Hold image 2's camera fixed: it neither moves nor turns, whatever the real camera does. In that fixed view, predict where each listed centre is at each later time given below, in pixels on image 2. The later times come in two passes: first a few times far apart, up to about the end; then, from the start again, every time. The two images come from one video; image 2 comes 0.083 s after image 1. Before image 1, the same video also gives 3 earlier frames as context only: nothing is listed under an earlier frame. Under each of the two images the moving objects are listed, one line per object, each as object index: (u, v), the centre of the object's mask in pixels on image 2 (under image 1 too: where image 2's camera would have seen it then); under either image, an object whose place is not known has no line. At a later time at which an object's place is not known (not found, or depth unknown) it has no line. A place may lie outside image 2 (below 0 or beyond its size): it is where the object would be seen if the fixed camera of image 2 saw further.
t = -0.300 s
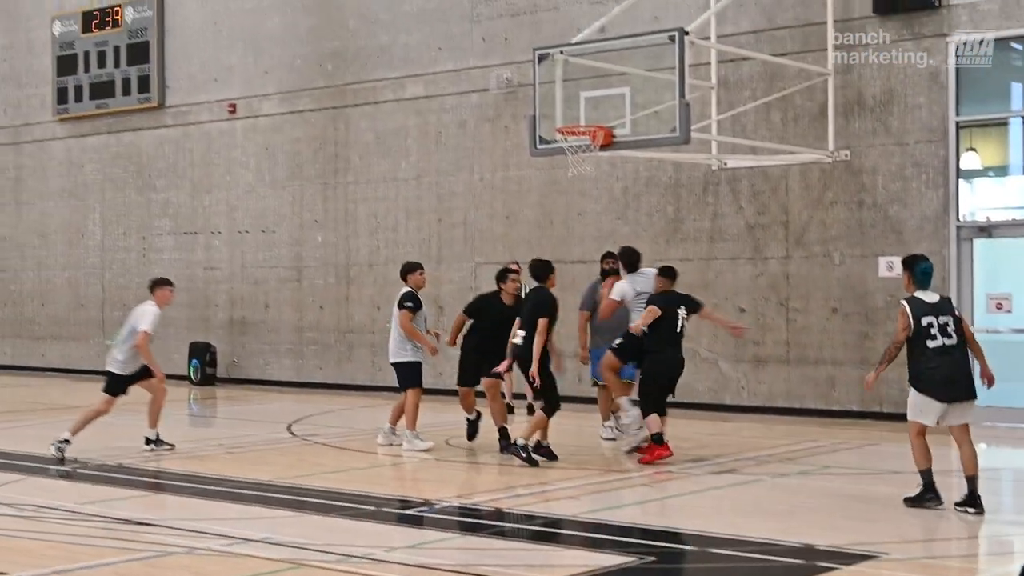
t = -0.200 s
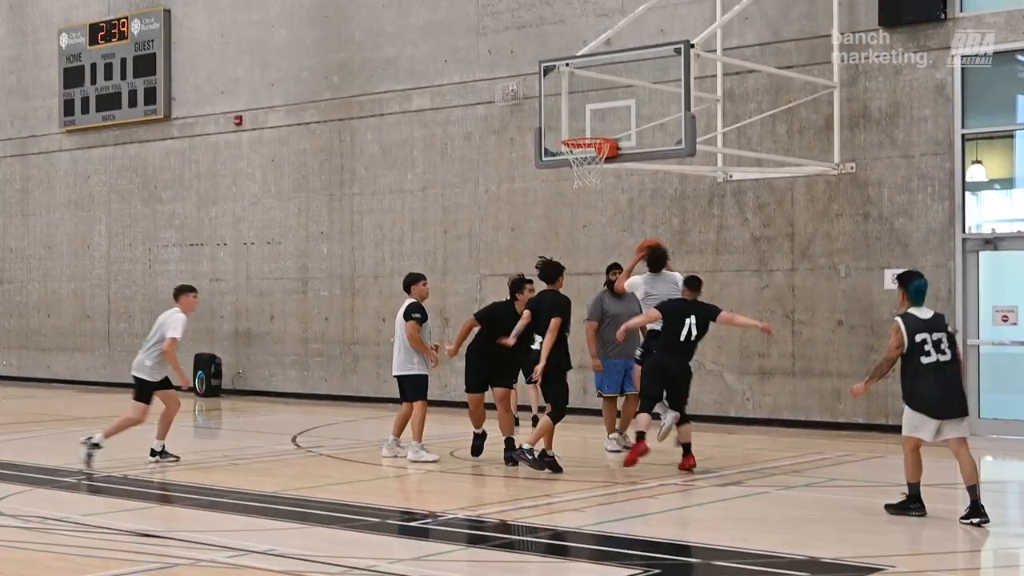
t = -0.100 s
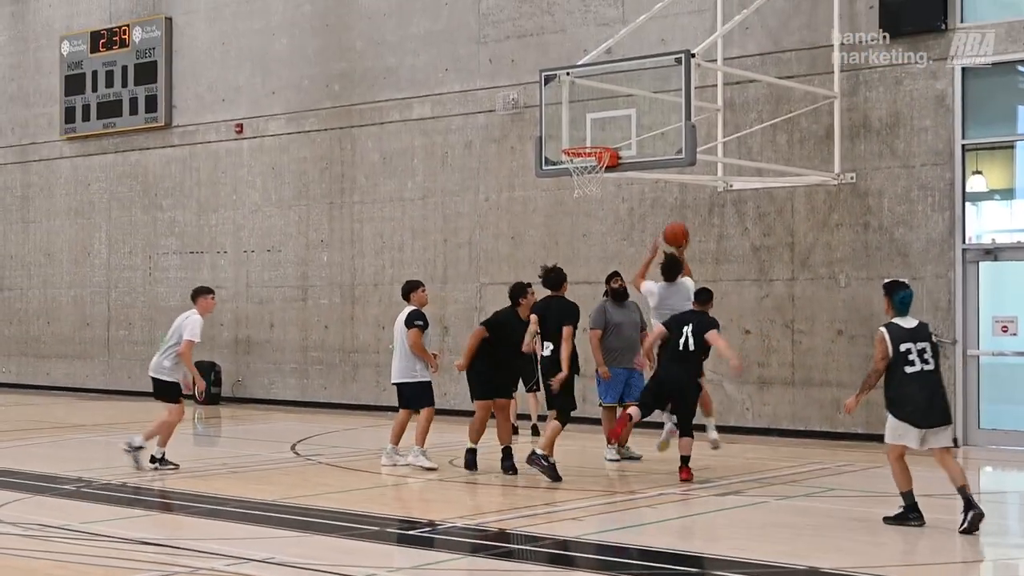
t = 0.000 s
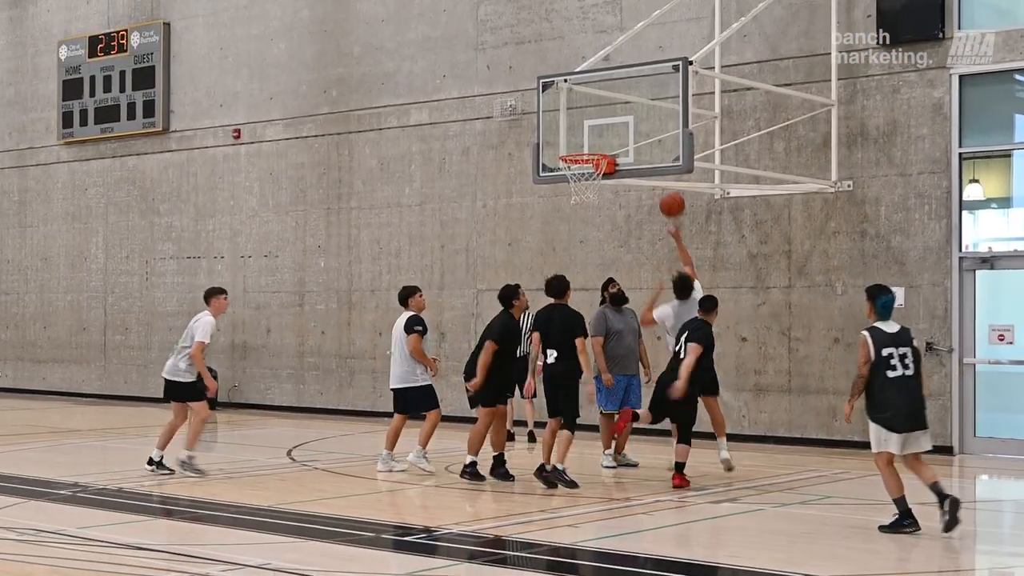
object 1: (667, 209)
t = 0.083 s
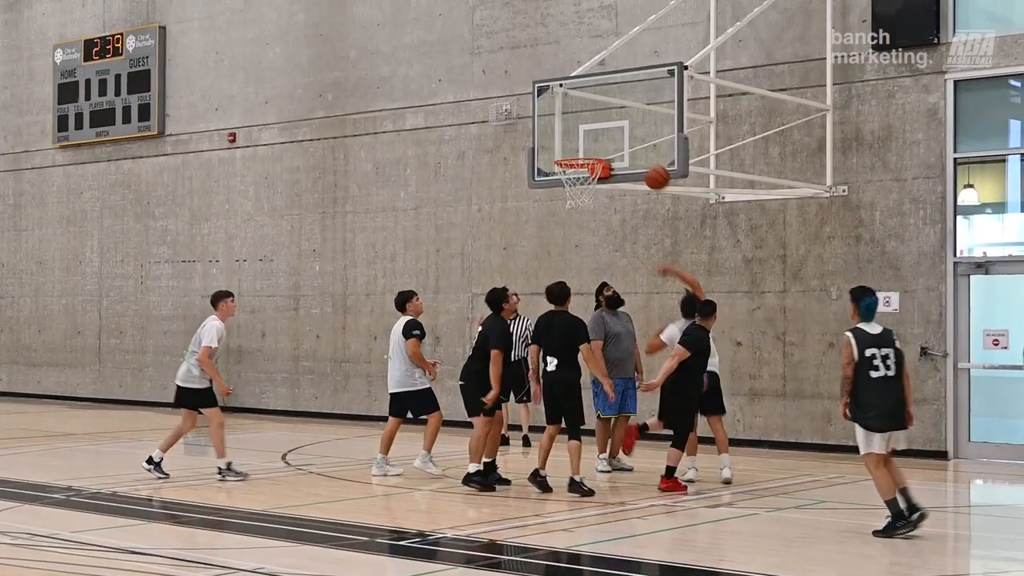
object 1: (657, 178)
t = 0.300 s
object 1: (630, 134)
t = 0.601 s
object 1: (583, 151)
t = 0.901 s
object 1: (563, 203)
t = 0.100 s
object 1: (655, 172)
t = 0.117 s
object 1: (654, 167)
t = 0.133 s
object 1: (651, 163)
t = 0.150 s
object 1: (649, 158)
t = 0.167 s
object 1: (647, 154)
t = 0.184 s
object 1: (645, 150)
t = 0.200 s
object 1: (643, 147)
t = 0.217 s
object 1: (641, 144)
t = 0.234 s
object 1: (639, 140)
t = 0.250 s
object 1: (638, 138)
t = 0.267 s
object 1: (635, 136)
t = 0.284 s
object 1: (633, 135)
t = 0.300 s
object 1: (630, 134)
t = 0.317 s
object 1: (627, 133)
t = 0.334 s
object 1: (625, 133)
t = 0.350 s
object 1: (622, 133)
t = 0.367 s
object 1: (619, 133)
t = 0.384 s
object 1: (616, 133)
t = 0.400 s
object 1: (613, 134)
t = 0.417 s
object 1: (610, 135)
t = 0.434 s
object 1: (607, 136)
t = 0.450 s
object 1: (604, 138)
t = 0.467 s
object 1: (602, 140)
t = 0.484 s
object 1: (599, 142)
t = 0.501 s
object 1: (596, 144)
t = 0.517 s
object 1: (594, 147)
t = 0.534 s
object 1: (591, 148)
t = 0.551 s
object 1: (590, 149)
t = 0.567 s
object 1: (587, 149)
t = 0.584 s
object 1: (585, 150)
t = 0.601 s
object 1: (583, 151)
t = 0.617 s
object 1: (582, 152)
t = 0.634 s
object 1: (580, 153)
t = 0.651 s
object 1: (579, 154)
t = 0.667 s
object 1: (578, 161)
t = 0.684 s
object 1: (575, 167)
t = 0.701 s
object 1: (572, 169)
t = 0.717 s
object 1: (568, 172)
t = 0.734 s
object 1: (568, 174)
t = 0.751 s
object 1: (567, 180)
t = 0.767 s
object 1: (567, 183)
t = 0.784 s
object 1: (565, 187)
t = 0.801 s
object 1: (563, 190)
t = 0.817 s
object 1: (563, 191)
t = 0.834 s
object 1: (563, 192)
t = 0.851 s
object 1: (563, 194)
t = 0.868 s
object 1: (564, 196)
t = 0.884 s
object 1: (564, 199)
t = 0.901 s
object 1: (563, 203)
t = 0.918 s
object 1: (563, 207)
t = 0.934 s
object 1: (563, 210)
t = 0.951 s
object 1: (563, 212)
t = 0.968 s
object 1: (563, 216)
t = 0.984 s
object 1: (563, 220)
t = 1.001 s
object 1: (563, 224)
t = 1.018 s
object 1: (563, 229)
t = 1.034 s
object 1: (563, 234)
